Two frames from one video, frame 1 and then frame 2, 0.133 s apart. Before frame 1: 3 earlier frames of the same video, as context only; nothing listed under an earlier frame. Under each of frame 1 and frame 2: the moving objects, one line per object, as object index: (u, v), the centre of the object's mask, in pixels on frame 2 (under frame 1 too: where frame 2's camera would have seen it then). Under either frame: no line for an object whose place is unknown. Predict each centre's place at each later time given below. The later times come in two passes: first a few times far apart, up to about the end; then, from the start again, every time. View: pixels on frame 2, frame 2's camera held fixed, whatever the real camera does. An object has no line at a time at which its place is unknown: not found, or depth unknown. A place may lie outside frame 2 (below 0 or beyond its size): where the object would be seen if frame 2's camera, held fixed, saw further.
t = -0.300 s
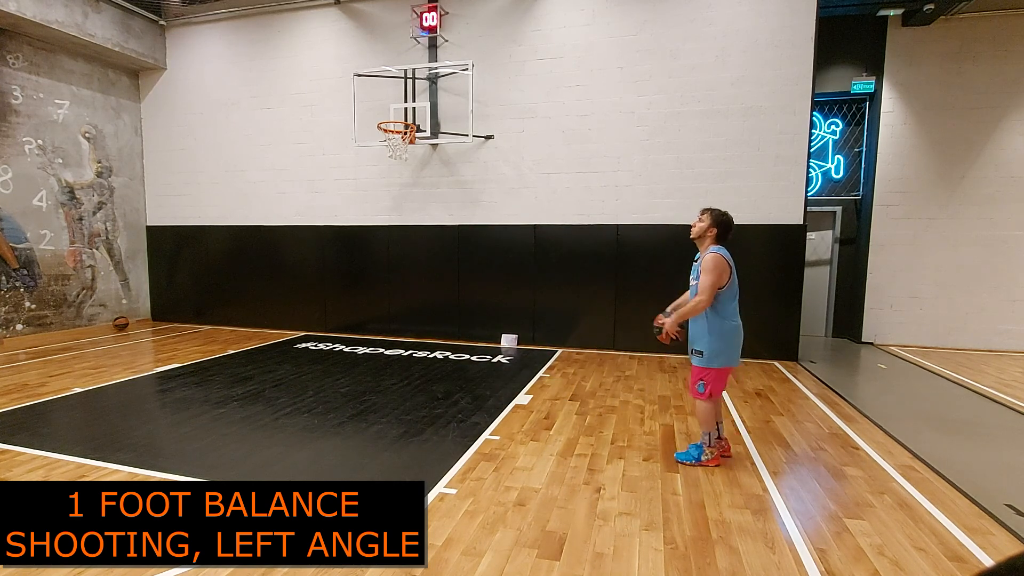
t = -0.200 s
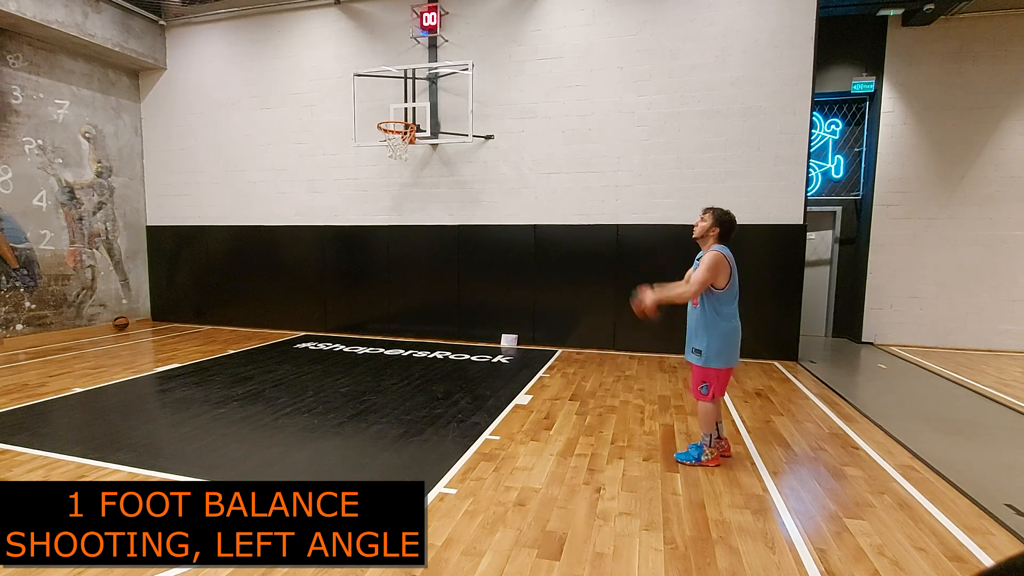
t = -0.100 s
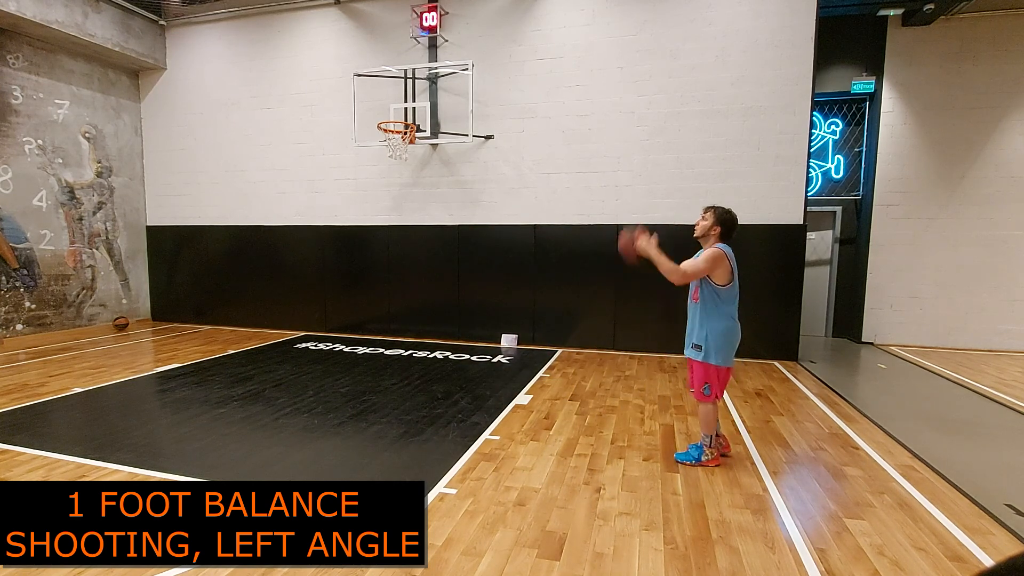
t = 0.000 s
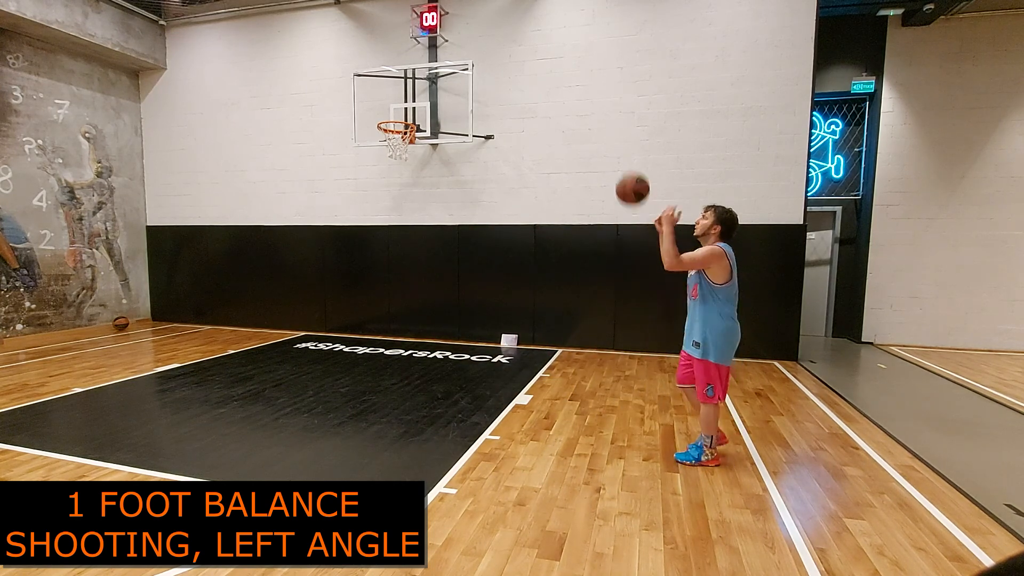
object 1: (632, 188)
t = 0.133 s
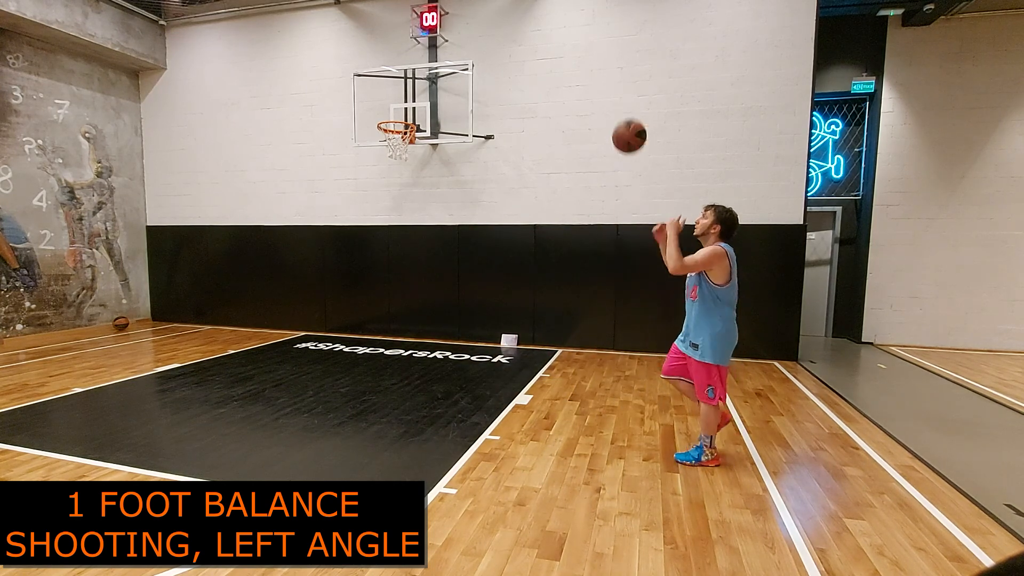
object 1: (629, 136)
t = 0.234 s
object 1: (627, 112)
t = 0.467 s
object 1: (619, 110)
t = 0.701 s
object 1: (608, 184)
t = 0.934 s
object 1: (595, 330)
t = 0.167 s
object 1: (628, 126)
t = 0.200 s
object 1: (627, 118)
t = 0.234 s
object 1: (627, 112)
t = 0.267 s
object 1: (626, 107)
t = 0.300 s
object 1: (625, 104)
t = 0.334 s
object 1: (623, 102)
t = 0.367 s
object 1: (622, 102)
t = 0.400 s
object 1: (621, 103)
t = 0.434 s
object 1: (620, 105)
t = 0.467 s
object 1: (619, 110)
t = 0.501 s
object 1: (617, 116)
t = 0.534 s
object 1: (616, 124)
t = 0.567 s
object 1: (615, 133)
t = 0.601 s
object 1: (613, 143)
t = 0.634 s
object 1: (611, 155)
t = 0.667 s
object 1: (610, 169)
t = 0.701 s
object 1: (608, 184)
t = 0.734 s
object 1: (607, 200)
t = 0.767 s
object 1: (605, 220)
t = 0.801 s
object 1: (603, 241)
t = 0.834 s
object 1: (600, 261)
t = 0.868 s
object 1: (599, 283)
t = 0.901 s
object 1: (597, 307)
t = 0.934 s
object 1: (595, 330)
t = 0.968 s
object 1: (592, 355)
